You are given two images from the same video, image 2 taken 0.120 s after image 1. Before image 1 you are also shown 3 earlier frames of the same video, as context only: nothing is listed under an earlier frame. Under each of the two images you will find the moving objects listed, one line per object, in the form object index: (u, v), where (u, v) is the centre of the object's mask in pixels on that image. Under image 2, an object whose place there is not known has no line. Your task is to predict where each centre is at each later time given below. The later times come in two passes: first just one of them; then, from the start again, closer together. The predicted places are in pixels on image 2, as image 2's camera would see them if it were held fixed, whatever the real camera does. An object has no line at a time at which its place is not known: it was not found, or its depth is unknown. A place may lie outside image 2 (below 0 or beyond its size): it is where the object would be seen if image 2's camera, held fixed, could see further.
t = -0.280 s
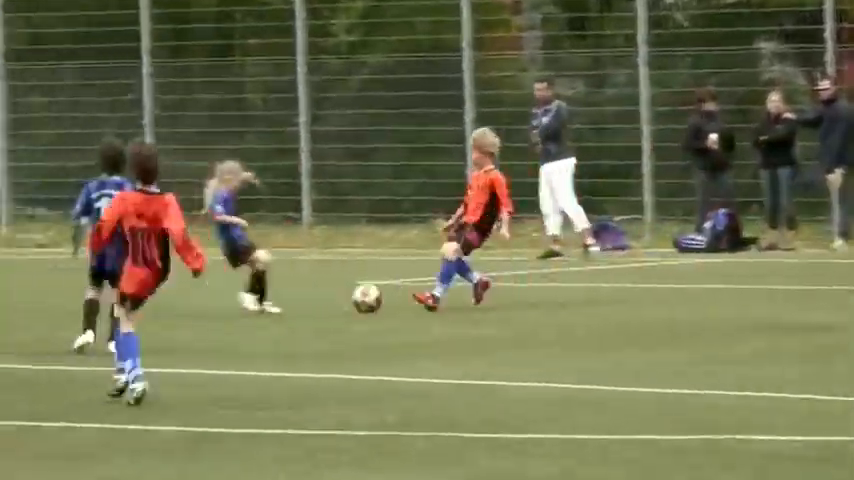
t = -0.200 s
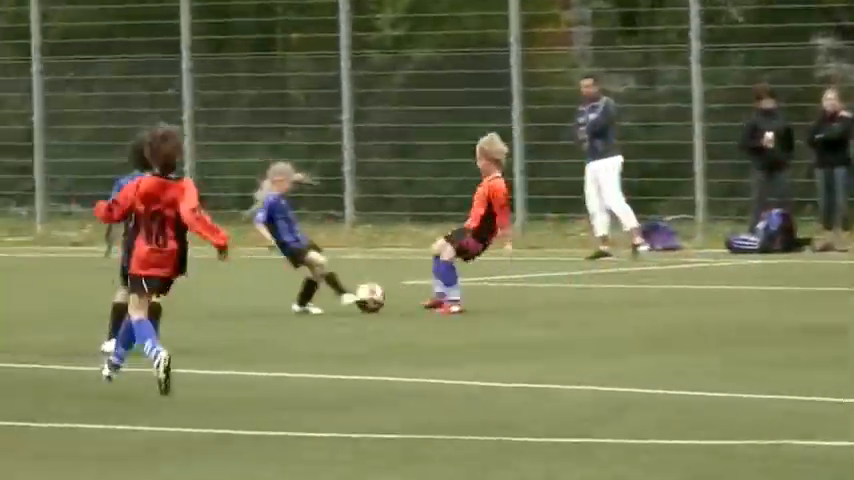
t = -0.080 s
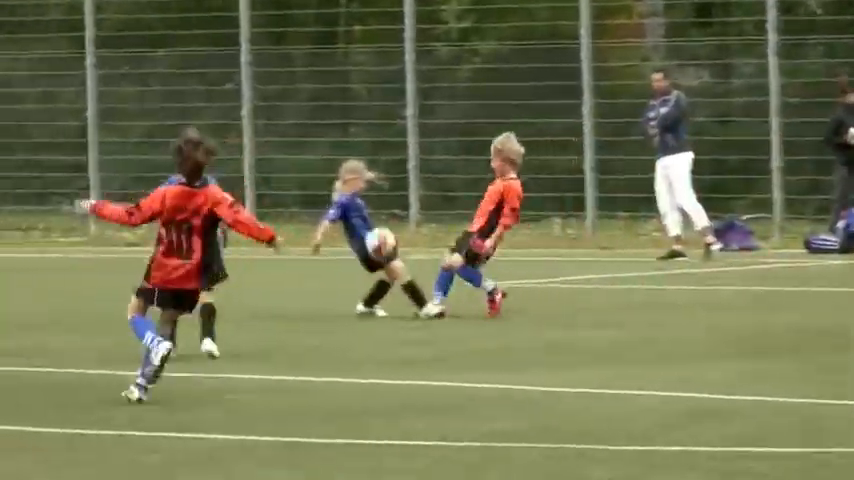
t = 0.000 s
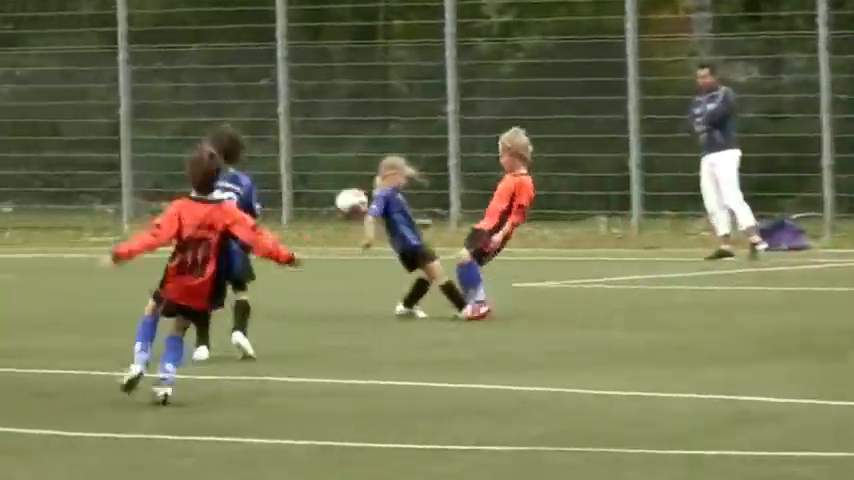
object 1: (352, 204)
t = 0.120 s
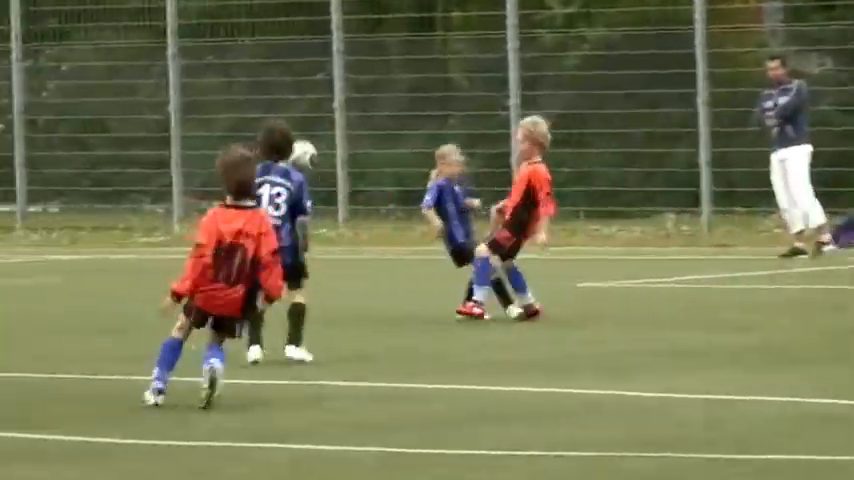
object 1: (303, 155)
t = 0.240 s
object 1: (192, 128)
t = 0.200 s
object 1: (226, 135)
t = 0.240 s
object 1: (192, 128)
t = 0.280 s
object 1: (151, 123)
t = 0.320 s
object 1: (121, 121)
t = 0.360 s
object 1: (84, 122)
